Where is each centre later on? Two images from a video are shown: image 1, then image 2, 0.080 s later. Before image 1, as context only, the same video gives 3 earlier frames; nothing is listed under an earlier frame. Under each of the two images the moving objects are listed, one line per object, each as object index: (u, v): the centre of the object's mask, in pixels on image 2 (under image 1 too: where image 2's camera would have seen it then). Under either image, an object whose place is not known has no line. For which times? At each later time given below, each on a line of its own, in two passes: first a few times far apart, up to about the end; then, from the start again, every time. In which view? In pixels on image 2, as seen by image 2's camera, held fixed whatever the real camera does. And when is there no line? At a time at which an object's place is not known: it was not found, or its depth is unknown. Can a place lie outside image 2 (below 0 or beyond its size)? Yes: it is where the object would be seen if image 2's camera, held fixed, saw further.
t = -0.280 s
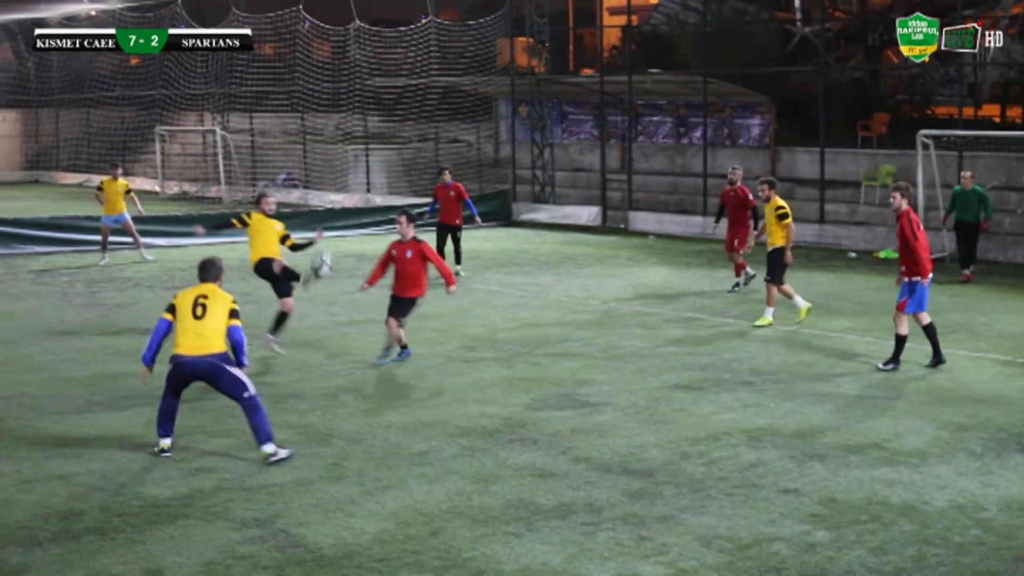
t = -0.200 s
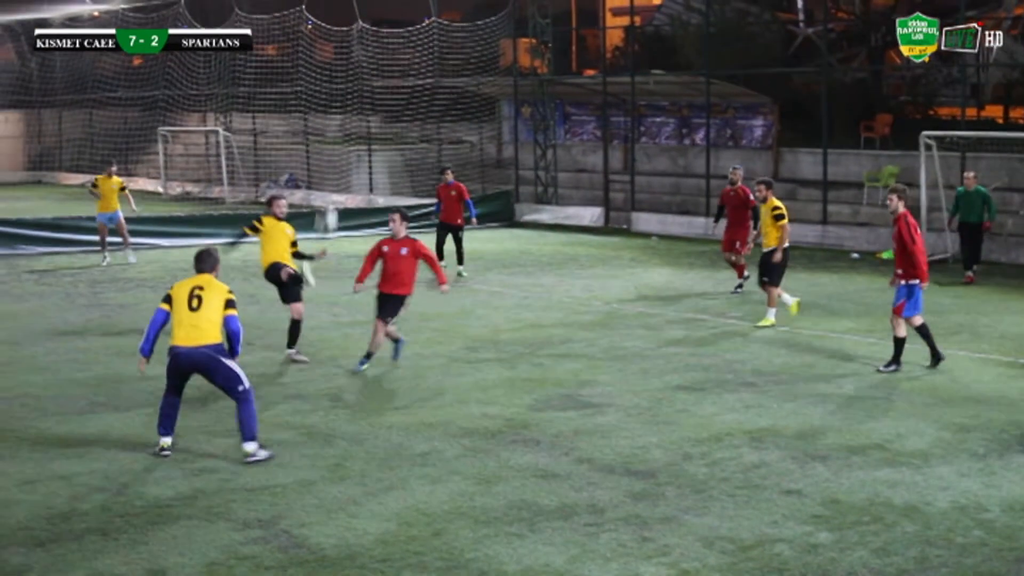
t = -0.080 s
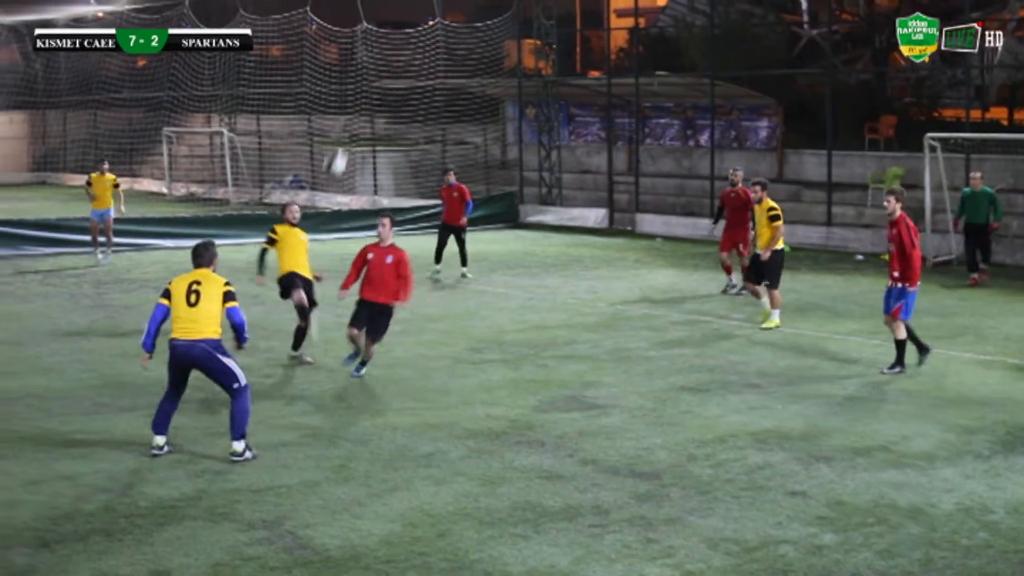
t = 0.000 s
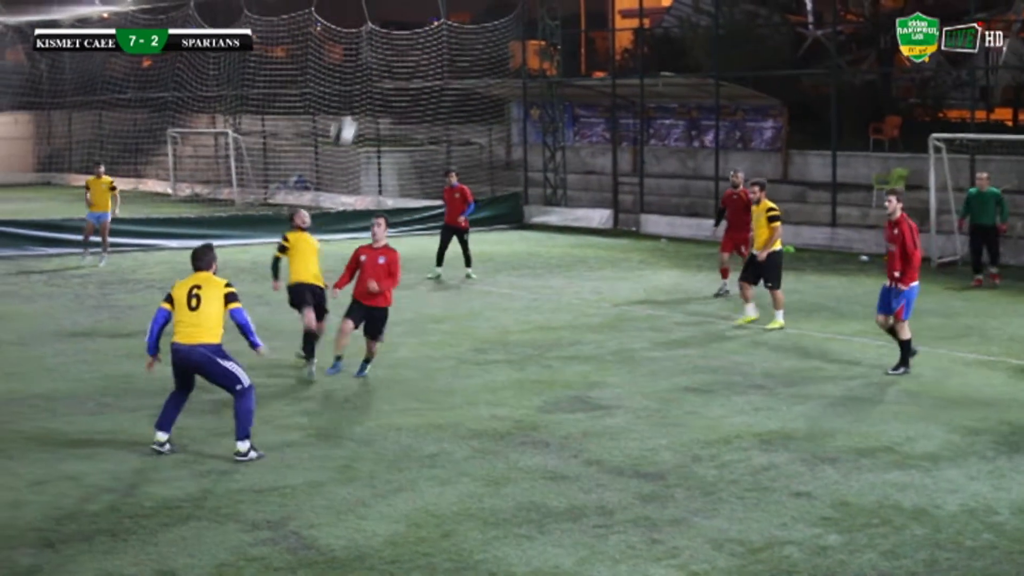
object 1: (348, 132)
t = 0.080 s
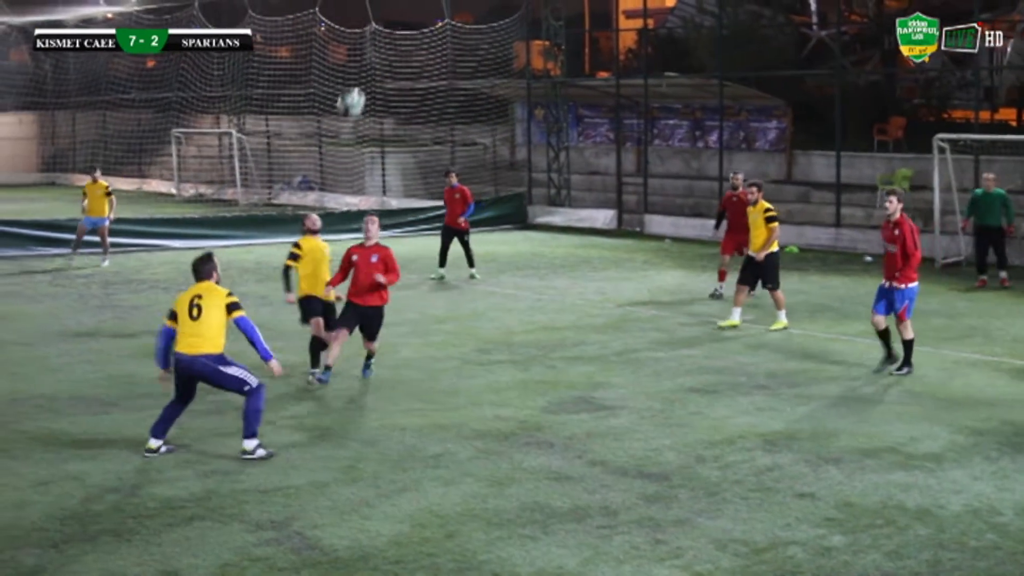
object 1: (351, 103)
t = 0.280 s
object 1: (363, 54)
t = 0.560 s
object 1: (384, 69)
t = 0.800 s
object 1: (402, 195)
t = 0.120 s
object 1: (353, 91)
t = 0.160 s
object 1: (355, 79)
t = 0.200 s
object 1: (358, 70)
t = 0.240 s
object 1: (360, 62)
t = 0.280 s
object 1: (363, 54)
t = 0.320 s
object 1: (366, 51)
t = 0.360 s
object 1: (369, 48)
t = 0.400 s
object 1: (371, 47)
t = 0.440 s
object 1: (375, 49)
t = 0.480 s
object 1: (378, 54)
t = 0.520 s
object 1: (381, 60)
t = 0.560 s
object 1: (384, 69)
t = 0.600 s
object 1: (387, 81)
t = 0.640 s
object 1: (389, 96)
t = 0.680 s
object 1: (392, 114)
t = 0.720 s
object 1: (395, 136)
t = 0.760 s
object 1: (398, 165)
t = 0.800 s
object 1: (402, 195)
